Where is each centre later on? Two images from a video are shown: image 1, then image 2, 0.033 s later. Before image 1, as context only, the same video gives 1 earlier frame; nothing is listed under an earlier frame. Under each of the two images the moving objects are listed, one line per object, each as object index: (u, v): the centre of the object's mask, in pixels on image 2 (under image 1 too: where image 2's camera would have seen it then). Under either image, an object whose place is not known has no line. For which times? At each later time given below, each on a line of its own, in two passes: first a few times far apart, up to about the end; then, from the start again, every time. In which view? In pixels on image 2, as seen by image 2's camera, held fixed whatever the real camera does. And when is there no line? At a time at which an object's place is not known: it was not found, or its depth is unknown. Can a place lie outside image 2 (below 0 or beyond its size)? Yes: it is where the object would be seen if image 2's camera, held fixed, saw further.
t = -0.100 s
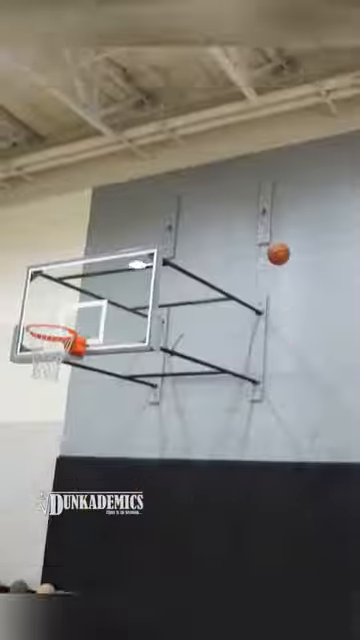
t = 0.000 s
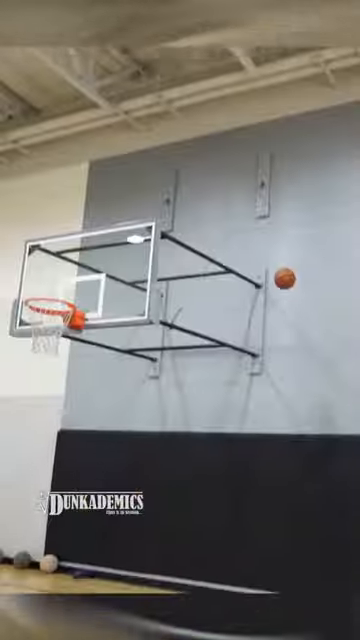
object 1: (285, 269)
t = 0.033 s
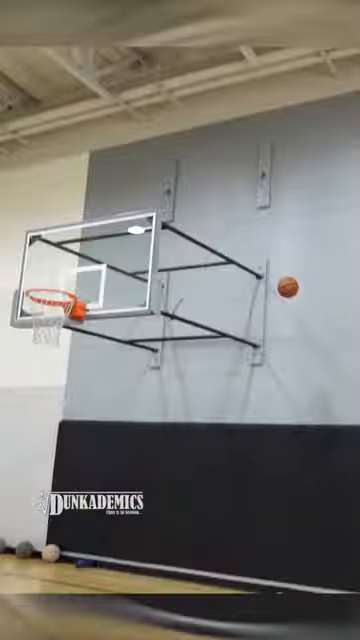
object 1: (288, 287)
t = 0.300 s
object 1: (284, 417)
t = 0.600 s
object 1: (206, 554)
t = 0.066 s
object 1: (290, 305)
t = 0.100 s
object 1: (292, 324)
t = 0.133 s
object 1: (294, 343)
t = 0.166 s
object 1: (295, 363)
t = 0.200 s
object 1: (297, 383)
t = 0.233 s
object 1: (298, 402)
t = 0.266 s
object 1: (292, 408)
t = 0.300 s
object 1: (284, 417)
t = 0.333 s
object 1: (276, 426)
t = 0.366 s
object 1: (268, 436)
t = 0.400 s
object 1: (260, 448)
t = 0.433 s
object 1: (252, 462)
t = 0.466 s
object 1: (243, 476)
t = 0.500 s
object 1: (234, 493)
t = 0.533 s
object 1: (224, 511)
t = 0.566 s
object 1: (215, 532)
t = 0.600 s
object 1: (206, 554)
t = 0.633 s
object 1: (195, 577)
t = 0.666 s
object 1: (183, 603)
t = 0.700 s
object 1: (176, 591)
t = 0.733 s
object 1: (170, 573)
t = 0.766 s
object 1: (163, 557)
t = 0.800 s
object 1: (156, 542)
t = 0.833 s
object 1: (147, 525)
